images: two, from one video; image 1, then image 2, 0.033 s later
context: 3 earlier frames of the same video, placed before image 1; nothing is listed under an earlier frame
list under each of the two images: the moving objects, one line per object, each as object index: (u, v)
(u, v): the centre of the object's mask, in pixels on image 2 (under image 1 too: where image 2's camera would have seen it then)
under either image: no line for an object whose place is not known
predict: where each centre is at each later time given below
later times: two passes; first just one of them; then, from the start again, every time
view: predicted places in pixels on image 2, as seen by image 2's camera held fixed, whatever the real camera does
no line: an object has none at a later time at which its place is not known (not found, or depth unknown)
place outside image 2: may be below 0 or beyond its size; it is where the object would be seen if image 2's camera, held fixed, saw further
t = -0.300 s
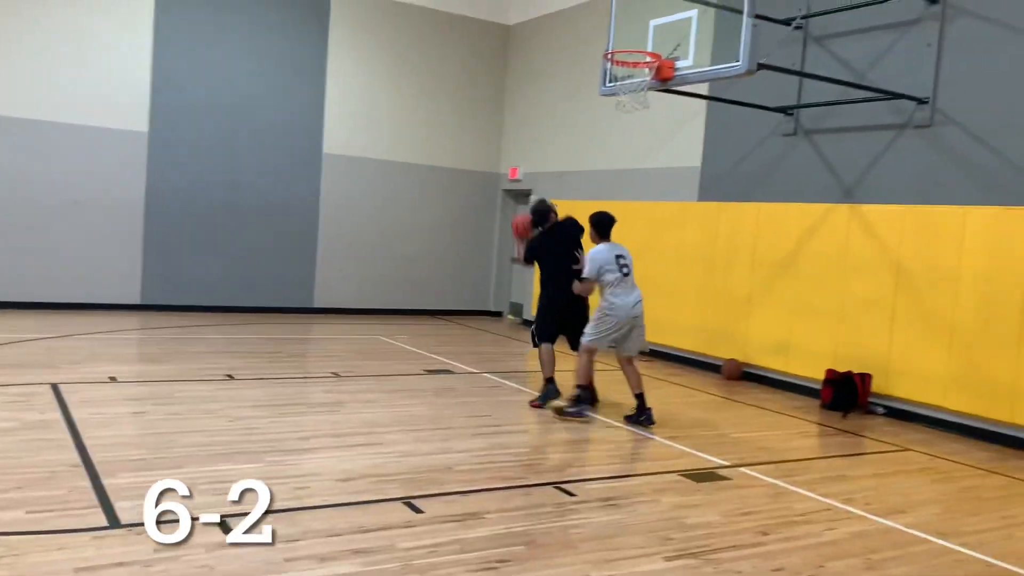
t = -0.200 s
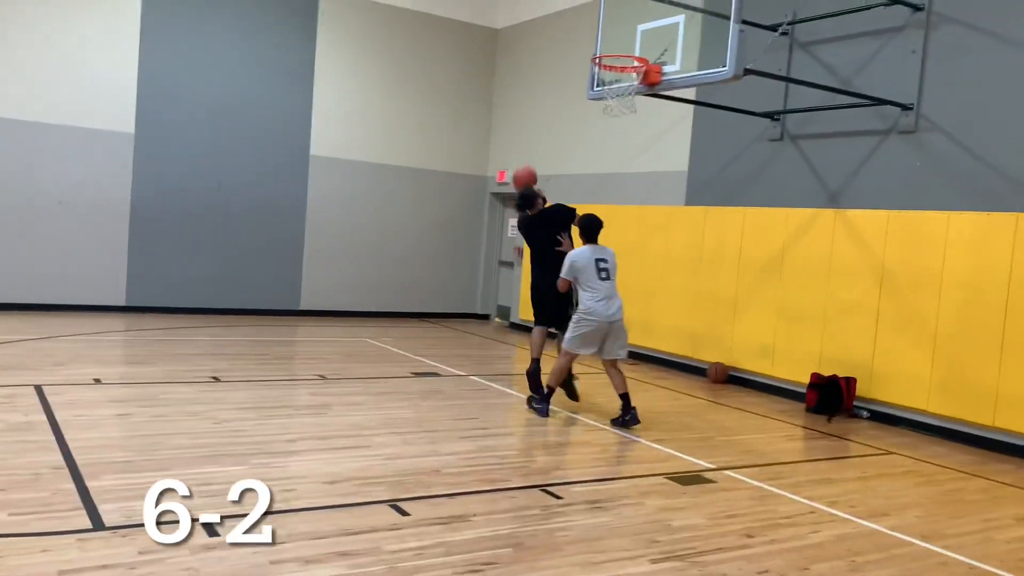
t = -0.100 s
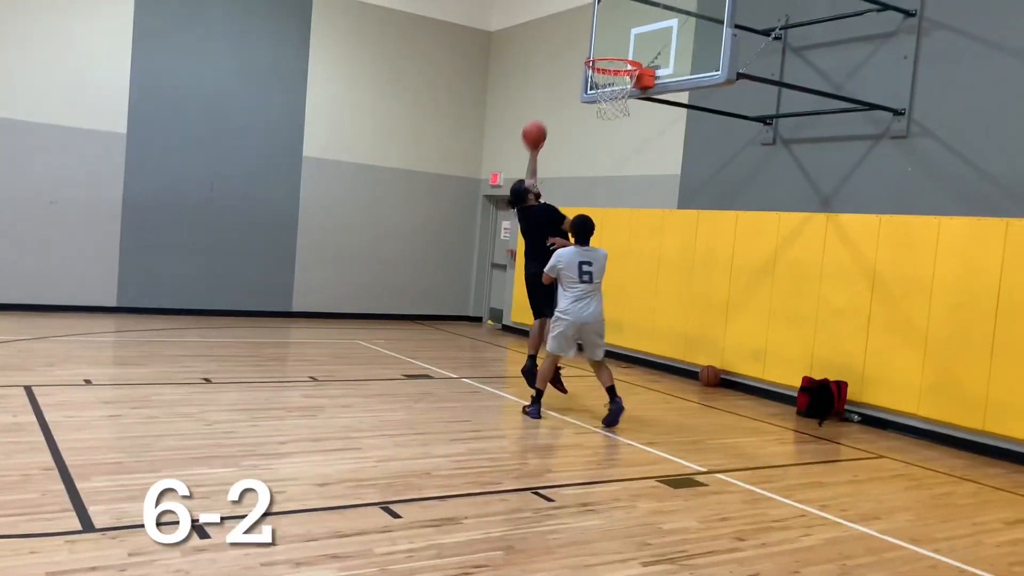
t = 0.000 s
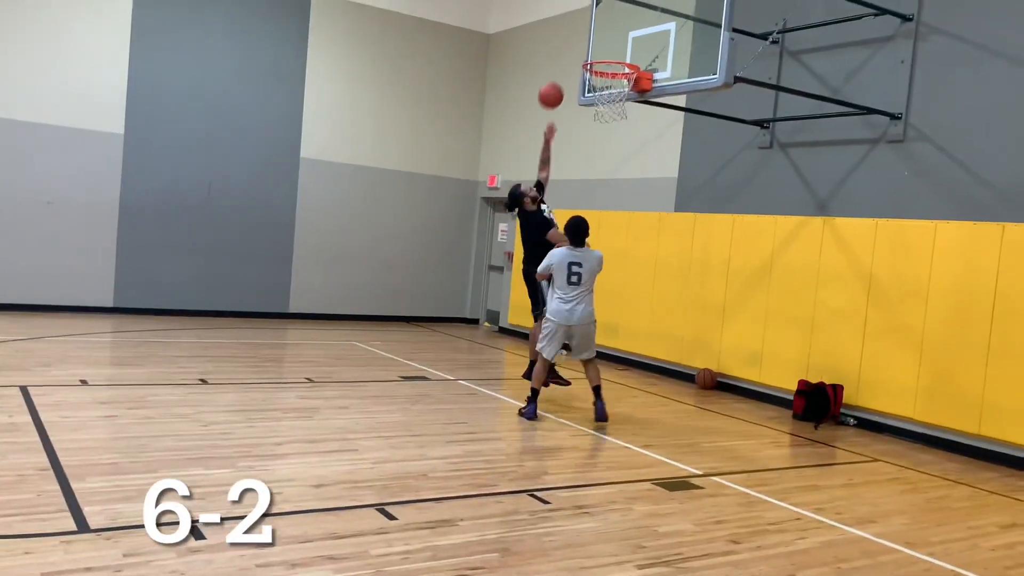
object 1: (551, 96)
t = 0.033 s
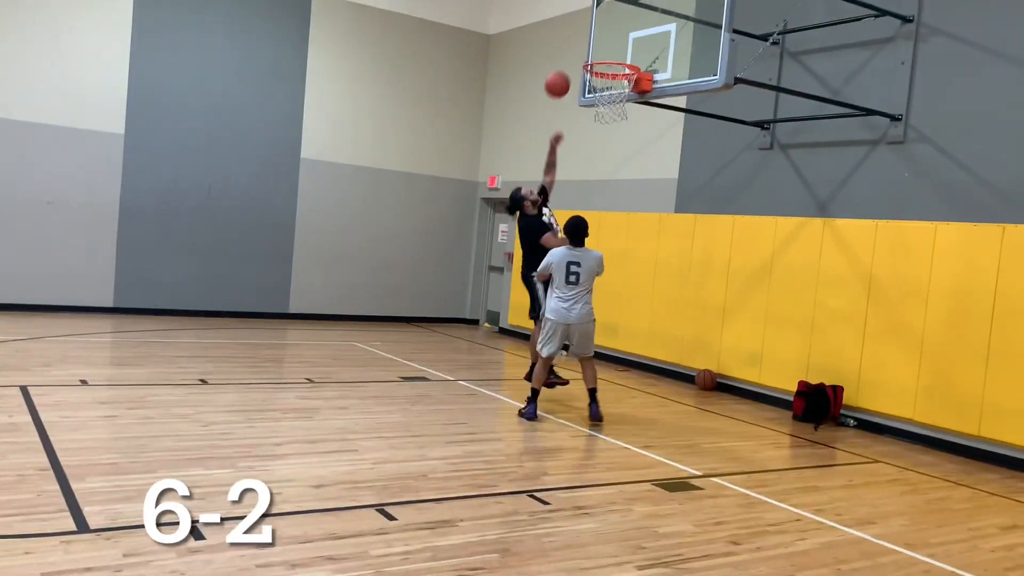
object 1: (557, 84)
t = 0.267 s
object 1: (601, 33)
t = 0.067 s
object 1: (563, 74)
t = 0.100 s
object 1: (570, 64)
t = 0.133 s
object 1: (576, 56)
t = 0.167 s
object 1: (582, 49)
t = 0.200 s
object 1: (589, 42)
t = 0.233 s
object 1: (595, 37)
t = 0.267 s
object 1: (601, 33)
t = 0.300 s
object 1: (607, 31)
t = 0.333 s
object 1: (613, 30)
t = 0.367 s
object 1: (620, 29)
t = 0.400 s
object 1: (625, 30)
